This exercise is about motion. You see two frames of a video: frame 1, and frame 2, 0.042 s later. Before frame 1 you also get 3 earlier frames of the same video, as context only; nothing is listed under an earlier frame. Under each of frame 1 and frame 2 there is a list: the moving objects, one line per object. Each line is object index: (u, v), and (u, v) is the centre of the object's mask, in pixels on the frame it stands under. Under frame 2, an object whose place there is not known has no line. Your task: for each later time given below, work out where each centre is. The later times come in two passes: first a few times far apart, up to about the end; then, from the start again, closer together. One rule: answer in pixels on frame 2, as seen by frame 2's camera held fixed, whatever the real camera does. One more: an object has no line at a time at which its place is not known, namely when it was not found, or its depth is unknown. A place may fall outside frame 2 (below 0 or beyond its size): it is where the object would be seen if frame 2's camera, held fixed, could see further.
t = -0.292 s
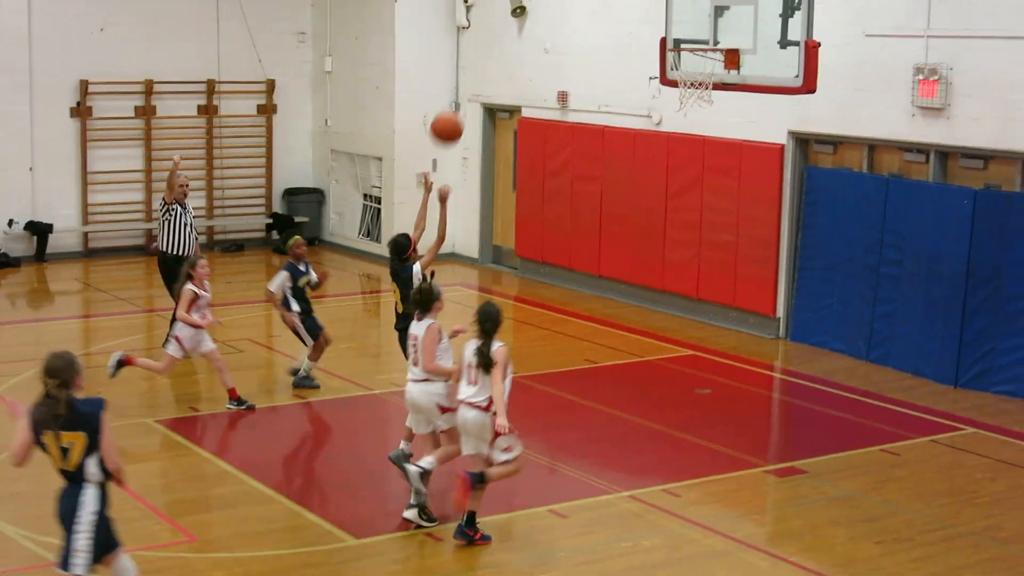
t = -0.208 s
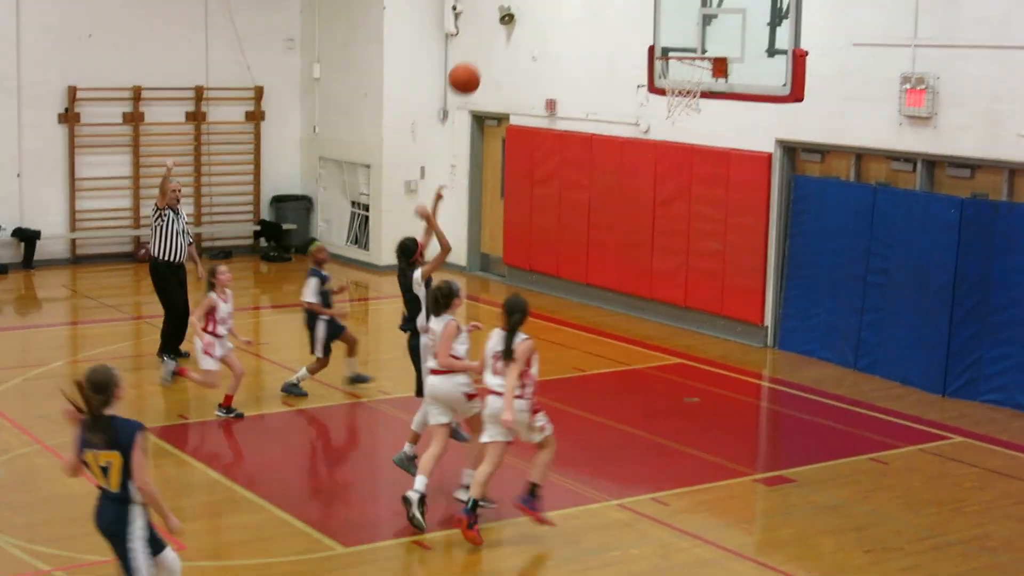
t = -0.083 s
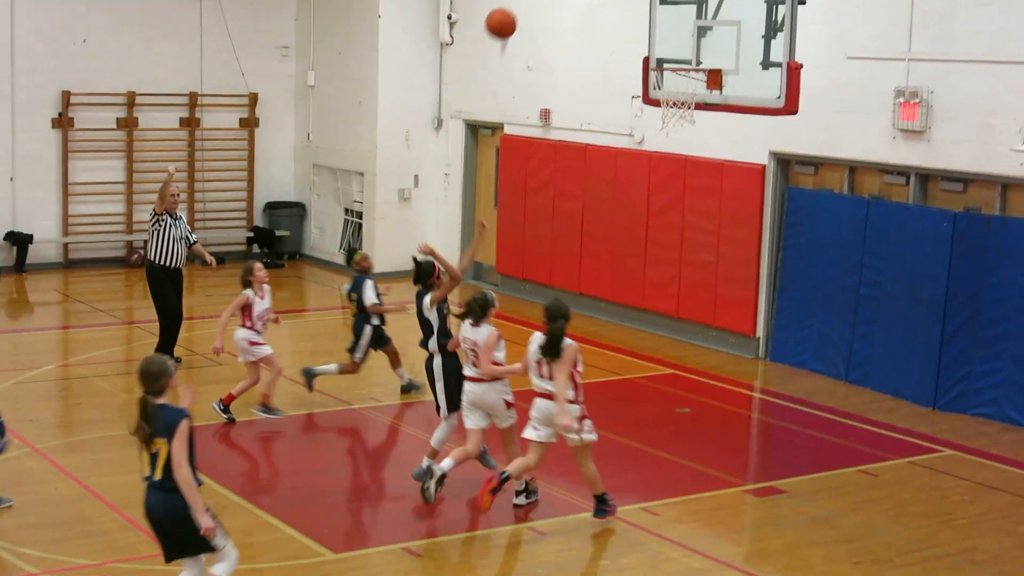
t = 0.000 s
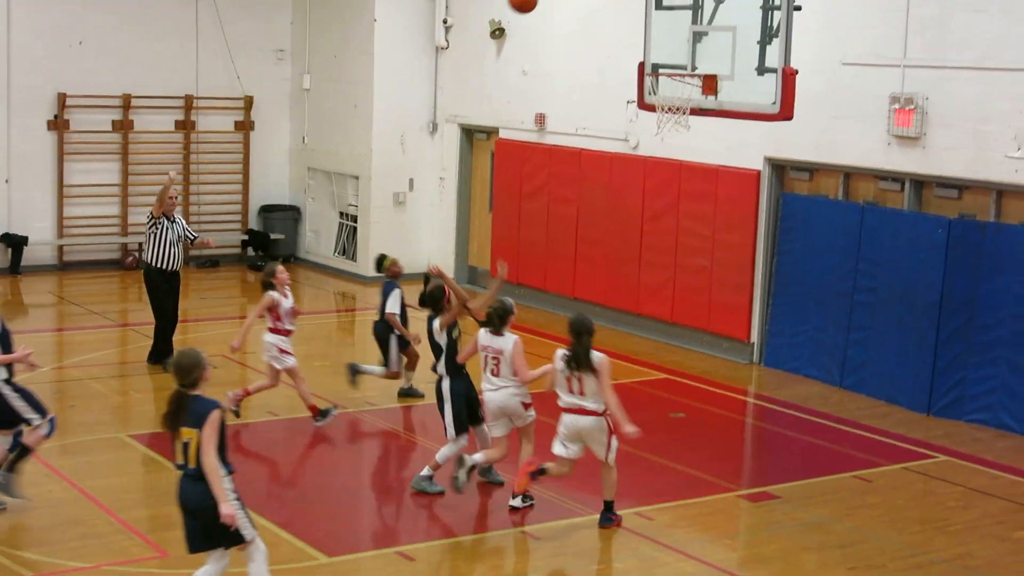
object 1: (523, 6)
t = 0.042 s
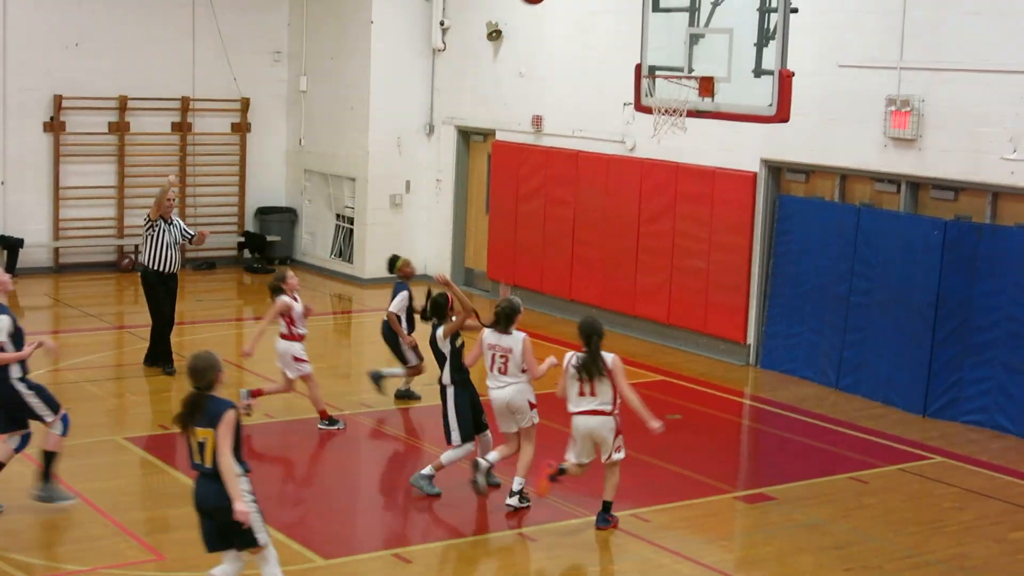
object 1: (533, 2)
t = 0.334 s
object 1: (612, -9)
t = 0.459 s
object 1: (641, 7)
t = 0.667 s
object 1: (656, 78)
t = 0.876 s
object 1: (584, 169)
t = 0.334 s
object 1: (612, -9)
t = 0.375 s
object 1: (621, -5)
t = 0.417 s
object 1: (631, 0)
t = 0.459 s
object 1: (641, 7)
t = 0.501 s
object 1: (650, 19)
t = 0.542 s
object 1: (659, 34)
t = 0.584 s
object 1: (667, 50)
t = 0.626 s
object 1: (669, 65)
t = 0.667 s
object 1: (656, 78)
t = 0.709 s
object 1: (638, 92)
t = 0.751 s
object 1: (627, 107)
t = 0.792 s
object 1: (613, 125)
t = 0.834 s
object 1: (599, 145)
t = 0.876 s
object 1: (584, 169)
